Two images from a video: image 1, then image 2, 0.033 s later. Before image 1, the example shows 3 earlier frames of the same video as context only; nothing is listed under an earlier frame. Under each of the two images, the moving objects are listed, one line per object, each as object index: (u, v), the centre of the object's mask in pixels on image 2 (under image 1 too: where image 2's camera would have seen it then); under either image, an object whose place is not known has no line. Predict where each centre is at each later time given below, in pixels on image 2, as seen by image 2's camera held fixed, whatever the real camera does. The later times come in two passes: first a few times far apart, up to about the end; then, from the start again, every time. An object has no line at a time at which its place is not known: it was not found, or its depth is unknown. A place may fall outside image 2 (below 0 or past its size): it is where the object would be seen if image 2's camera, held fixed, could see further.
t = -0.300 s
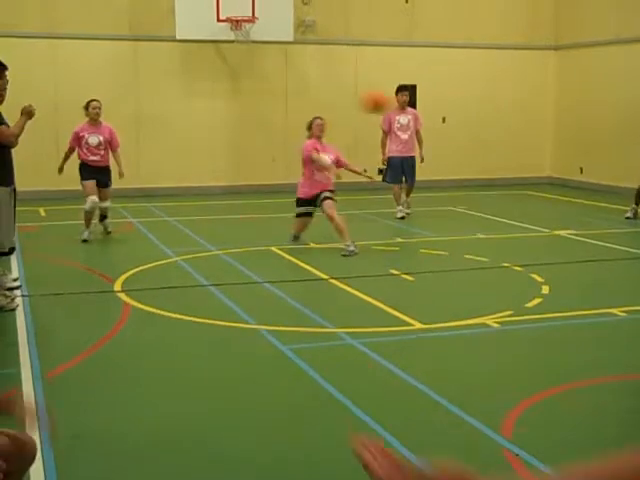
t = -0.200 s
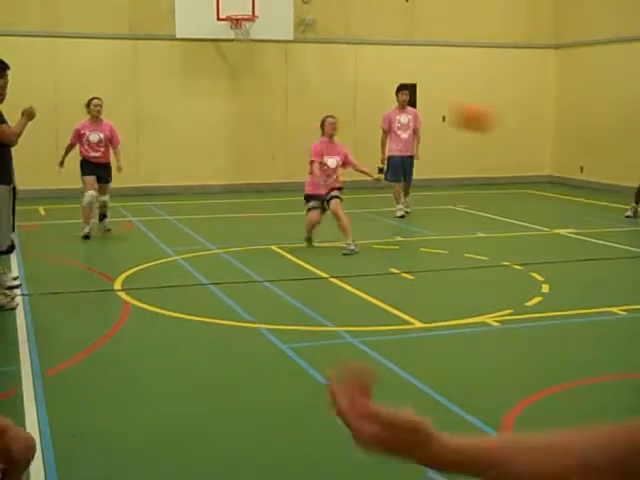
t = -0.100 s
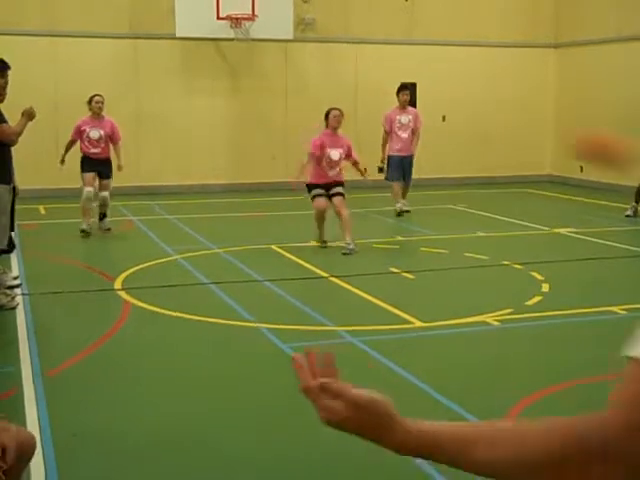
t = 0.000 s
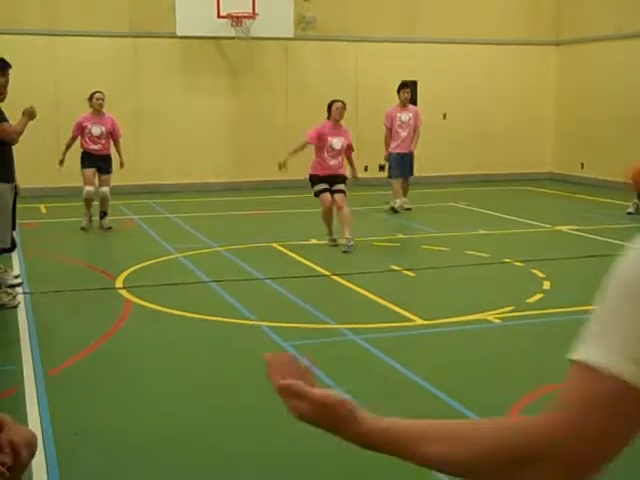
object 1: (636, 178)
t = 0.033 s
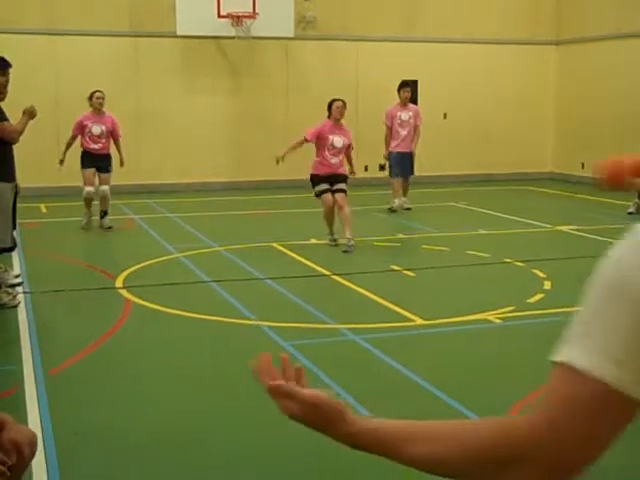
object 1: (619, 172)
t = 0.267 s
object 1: (354, 228)
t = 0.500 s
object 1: (67, 412)
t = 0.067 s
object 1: (583, 174)
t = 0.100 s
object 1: (547, 178)
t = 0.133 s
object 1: (508, 185)
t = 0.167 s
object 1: (472, 189)
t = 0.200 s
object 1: (433, 199)
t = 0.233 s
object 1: (395, 212)
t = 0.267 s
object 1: (354, 228)
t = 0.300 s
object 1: (316, 245)
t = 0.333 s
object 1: (272, 273)
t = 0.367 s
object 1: (231, 294)
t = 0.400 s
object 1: (192, 319)
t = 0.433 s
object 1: (146, 353)
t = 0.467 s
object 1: (105, 386)
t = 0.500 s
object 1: (67, 412)
